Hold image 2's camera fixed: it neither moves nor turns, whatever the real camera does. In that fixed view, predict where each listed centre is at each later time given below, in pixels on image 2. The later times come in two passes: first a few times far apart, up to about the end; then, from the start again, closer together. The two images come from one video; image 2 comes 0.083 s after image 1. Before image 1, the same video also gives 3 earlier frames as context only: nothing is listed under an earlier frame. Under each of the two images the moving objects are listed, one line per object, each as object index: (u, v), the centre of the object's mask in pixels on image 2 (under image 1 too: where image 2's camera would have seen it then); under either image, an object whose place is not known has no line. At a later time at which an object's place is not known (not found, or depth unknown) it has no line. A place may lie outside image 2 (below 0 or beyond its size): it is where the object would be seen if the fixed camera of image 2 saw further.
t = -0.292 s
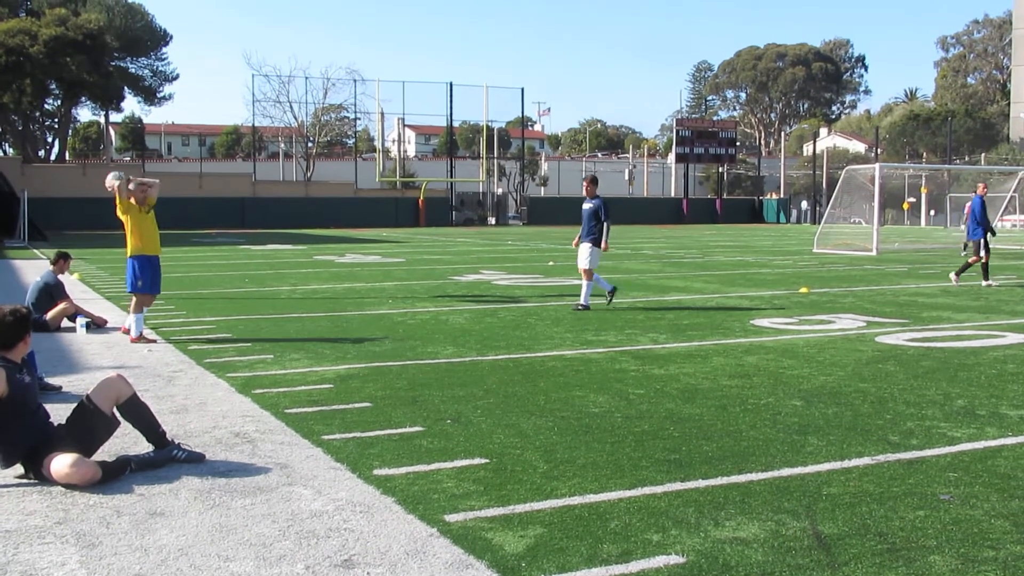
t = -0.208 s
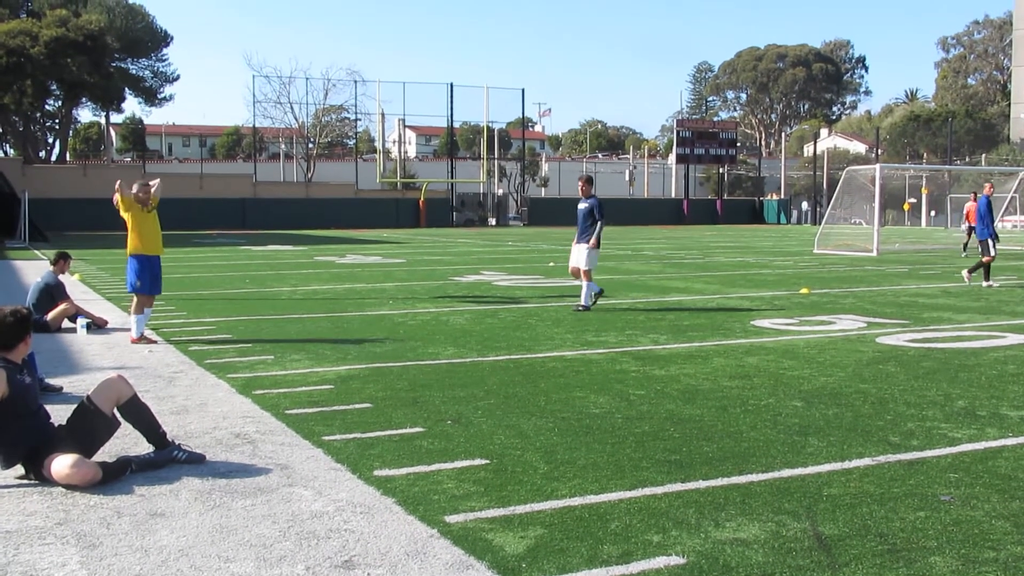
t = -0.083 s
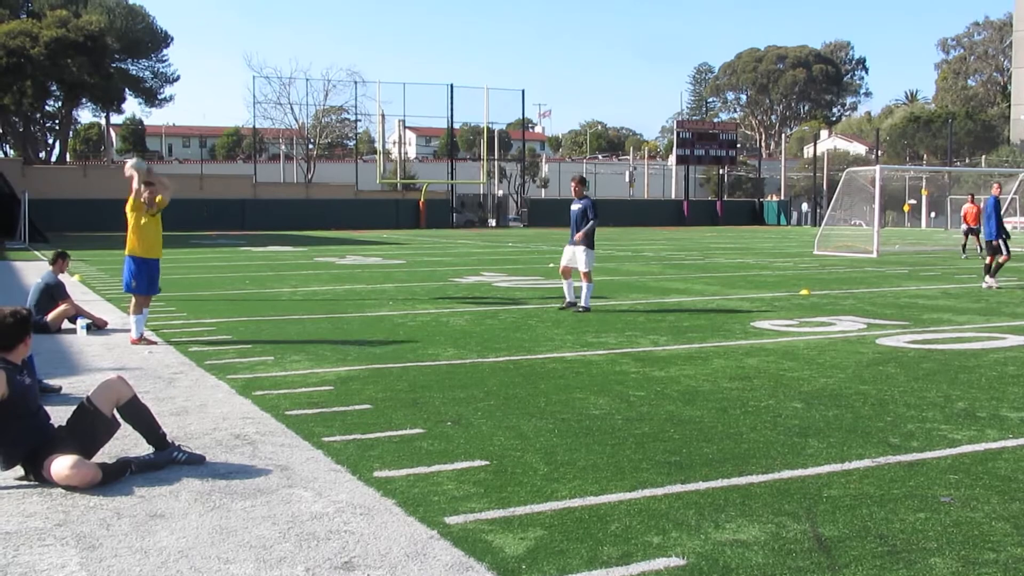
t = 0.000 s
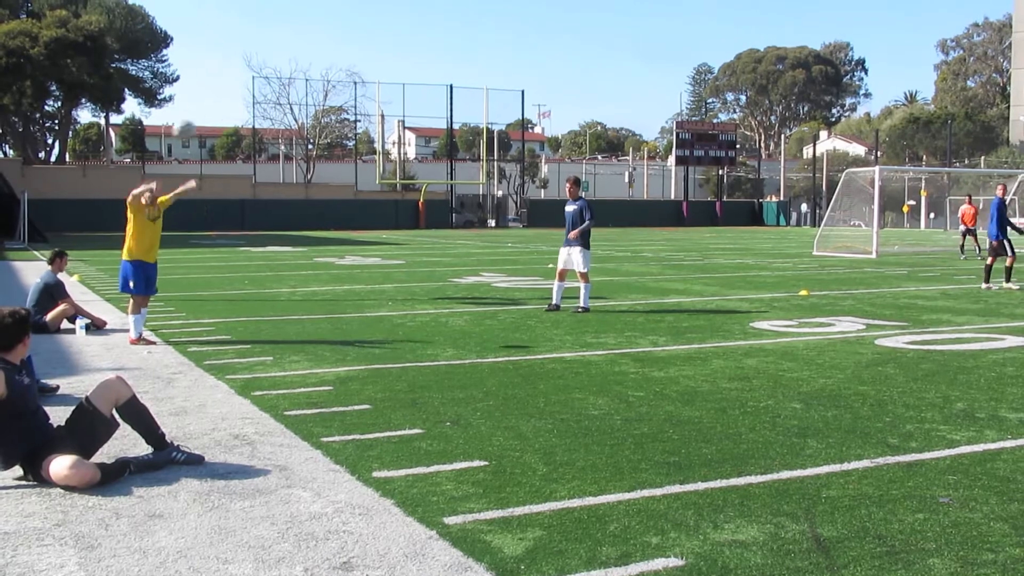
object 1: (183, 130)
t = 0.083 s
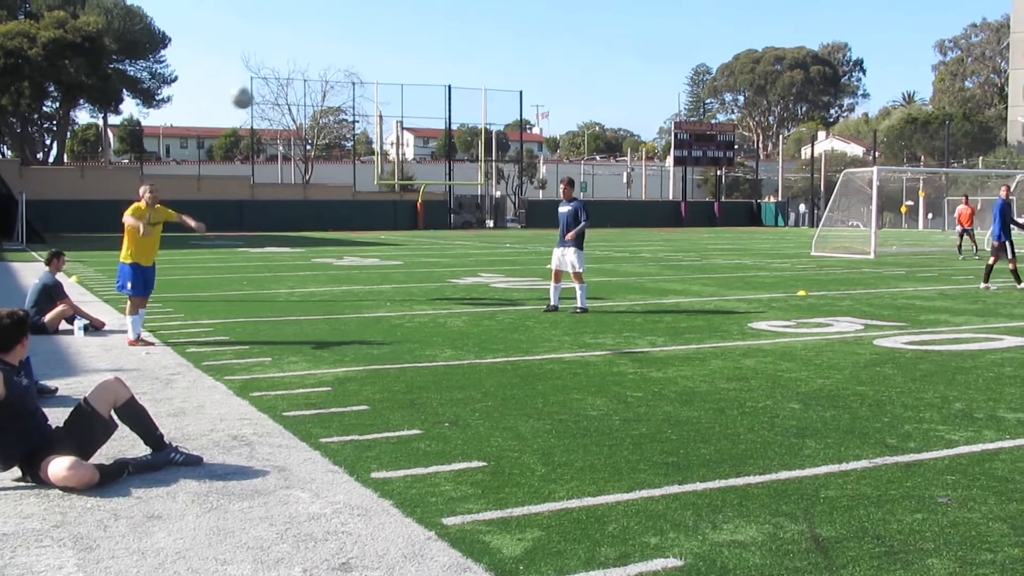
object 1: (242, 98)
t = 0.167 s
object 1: (303, 70)
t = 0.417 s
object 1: (522, 27)
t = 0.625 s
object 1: (739, 46)
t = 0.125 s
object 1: (272, 82)
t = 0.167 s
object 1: (303, 70)
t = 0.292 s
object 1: (407, 40)
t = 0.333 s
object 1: (444, 33)
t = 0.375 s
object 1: (482, 29)
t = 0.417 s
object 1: (522, 27)
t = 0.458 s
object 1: (562, 26)
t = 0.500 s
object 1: (605, 28)
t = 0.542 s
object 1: (649, 33)
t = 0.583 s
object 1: (693, 40)
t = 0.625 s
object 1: (739, 46)
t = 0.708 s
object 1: (832, 73)
